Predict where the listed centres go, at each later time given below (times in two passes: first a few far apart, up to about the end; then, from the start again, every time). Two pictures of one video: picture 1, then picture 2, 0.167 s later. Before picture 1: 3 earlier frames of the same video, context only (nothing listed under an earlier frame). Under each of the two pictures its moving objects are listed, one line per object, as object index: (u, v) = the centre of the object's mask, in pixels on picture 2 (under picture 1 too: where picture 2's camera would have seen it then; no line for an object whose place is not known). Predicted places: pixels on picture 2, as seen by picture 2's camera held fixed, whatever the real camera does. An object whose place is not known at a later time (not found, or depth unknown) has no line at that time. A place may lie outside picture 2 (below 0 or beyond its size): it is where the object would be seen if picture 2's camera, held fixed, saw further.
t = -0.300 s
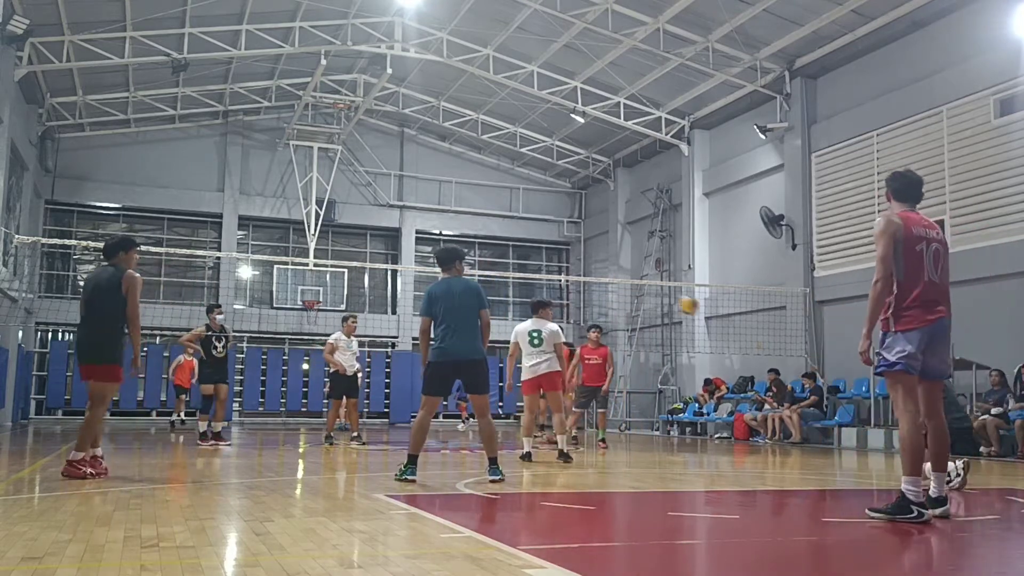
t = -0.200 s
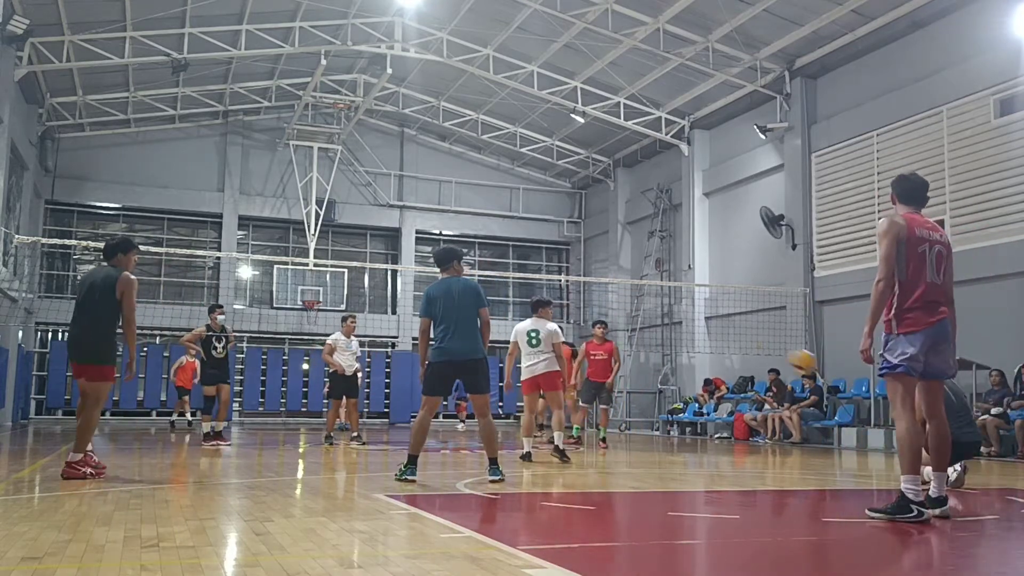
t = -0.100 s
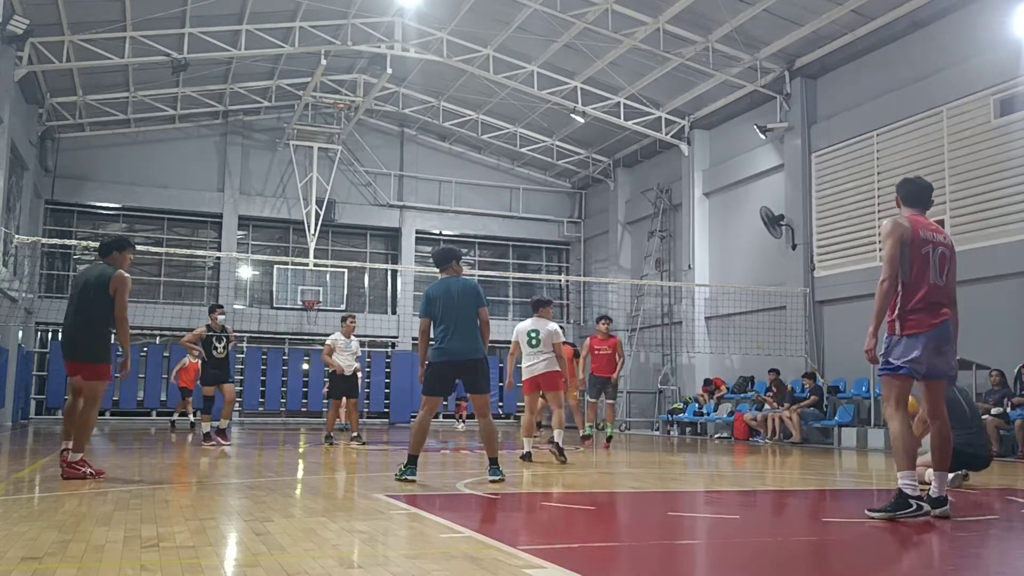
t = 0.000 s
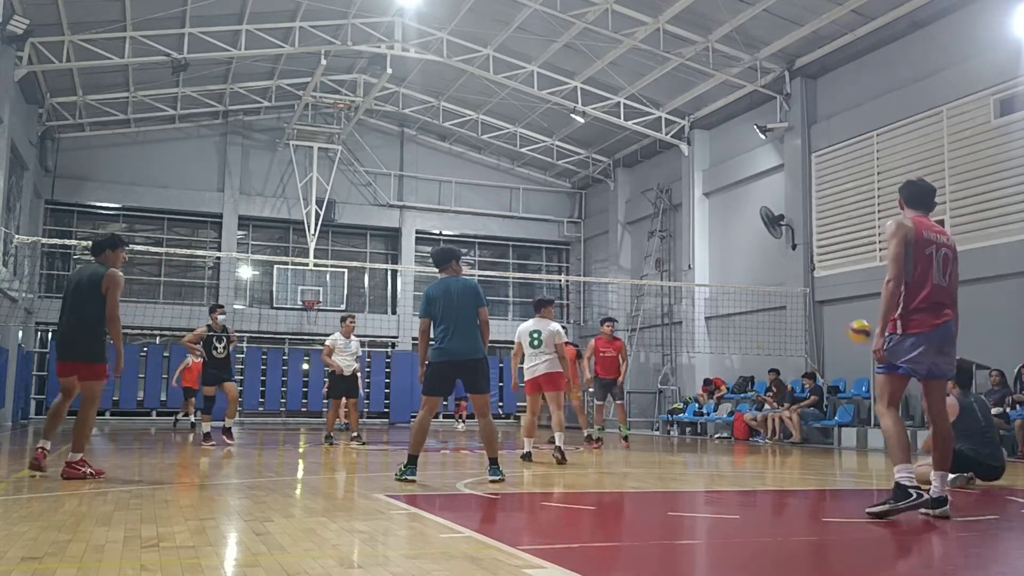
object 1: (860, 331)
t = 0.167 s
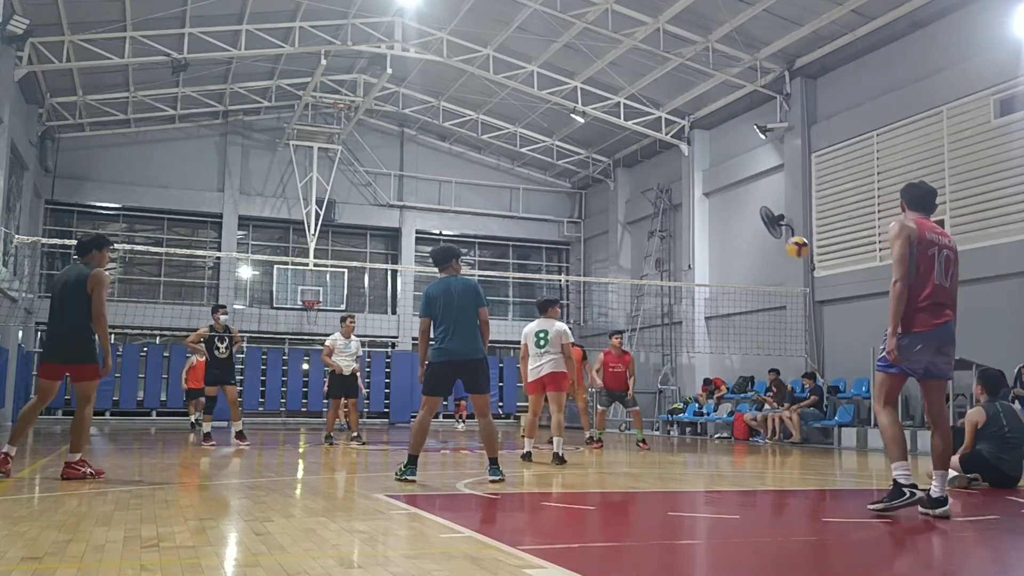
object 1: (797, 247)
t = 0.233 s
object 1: (777, 225)
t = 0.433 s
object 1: (723, 189)
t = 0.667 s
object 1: (673, 192)
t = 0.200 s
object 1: (787, 236)
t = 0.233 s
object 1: (777, 225)
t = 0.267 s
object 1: (767, 216)
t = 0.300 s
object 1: (758, 209)
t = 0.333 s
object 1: (749, 202)
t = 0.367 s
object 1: (740, 196)
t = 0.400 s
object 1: (731, 192)
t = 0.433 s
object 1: (723, 189)
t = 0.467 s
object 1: (715, 187)
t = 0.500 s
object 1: (708, 186)
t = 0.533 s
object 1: (701, 185)
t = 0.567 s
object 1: (694, 185)
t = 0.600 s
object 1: (687, 186)
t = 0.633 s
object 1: (680, 189)
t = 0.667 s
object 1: (673, 192)
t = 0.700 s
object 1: (666, 196)
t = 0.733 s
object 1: (661, 200)
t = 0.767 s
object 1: (656, 205)
